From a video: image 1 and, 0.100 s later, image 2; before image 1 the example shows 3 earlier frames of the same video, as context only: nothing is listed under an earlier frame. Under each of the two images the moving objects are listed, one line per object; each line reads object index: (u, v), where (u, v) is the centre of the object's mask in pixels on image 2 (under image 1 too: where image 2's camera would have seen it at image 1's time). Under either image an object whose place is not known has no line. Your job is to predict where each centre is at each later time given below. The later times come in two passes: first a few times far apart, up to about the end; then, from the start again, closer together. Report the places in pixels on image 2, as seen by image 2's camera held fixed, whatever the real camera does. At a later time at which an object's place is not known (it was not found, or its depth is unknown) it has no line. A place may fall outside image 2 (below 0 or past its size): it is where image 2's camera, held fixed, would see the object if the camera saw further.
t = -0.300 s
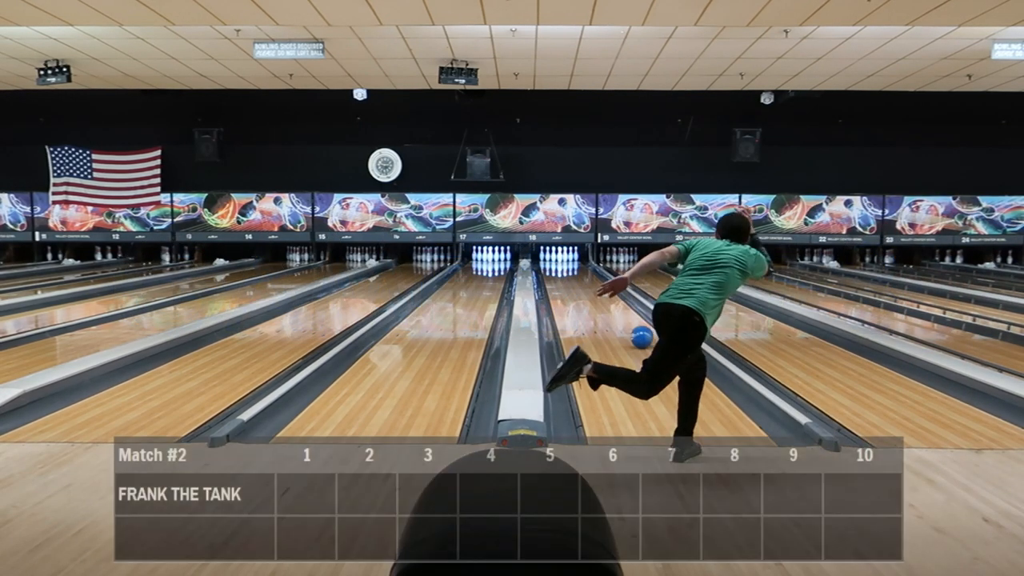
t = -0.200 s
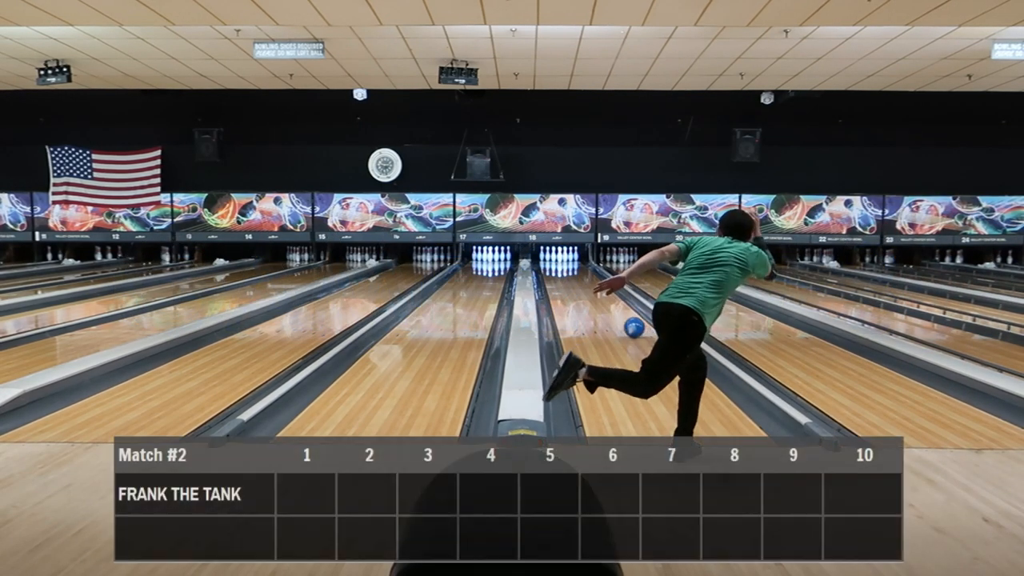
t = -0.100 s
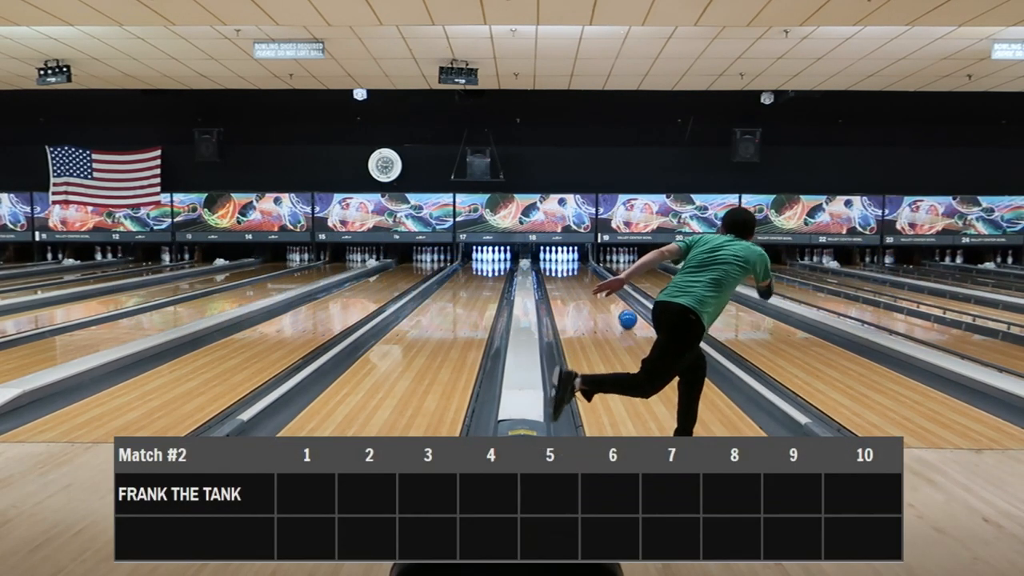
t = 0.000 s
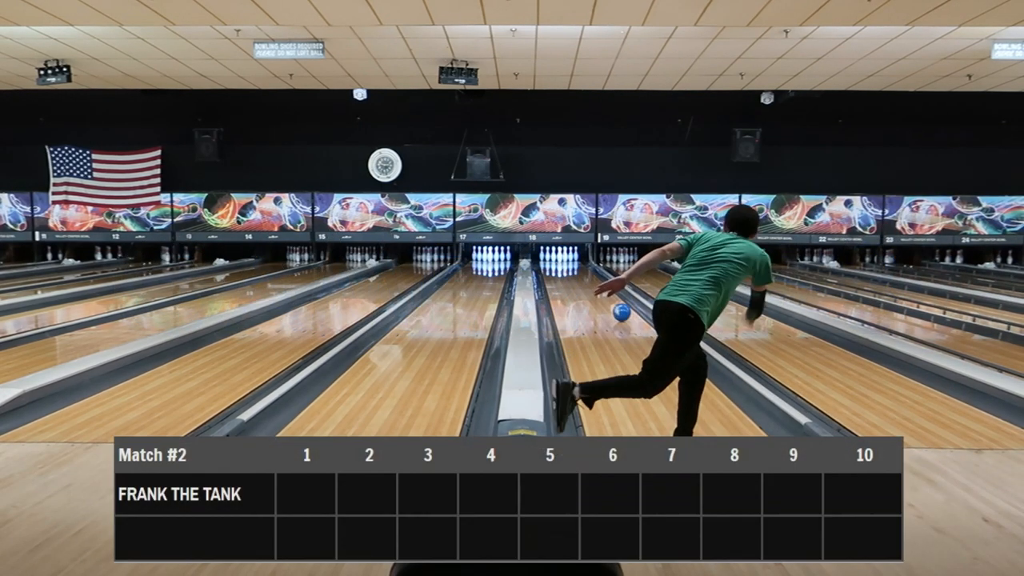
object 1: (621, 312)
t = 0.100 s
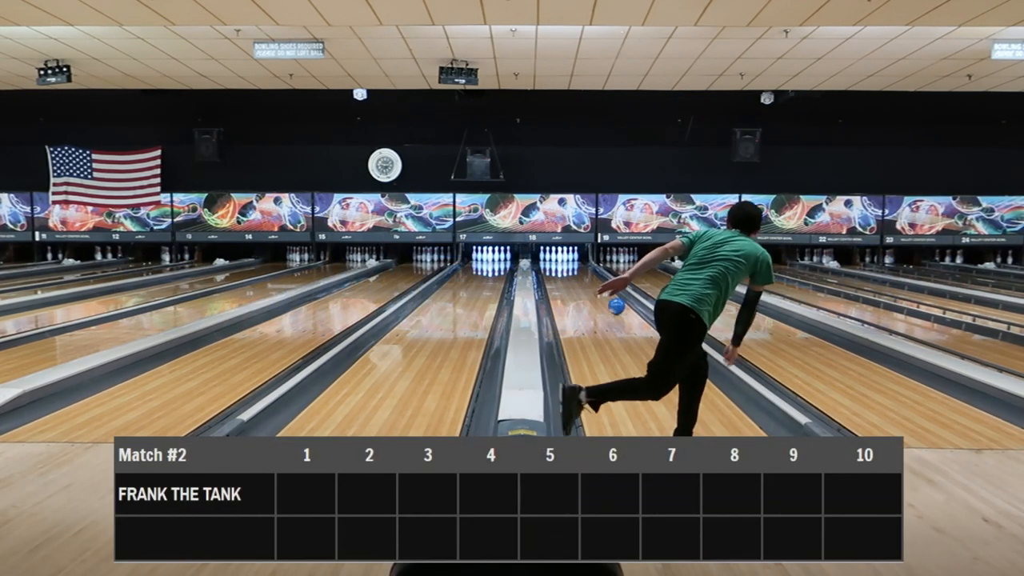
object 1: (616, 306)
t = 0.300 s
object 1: (607, 296)
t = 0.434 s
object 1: (603, 290)
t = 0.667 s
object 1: (595, 282)
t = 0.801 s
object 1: (591, 278)
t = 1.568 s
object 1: (573, 263)
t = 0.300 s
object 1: (607, 296)
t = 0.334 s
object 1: (604, 294)
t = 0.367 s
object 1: (605, 293)
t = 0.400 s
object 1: (604, 292)
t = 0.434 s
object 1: (603, 290)
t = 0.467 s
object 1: (602, 289)
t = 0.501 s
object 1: (600, 288)
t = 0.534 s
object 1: (599, 287)
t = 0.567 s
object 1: (598, 285)
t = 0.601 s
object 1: (597, 284)
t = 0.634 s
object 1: (596, 283)
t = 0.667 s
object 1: (595, 282)
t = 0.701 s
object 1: (594, 281)
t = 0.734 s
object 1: (593, 280)
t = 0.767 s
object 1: (592, 278)
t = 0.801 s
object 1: (591, 278)
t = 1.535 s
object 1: (574, 263)
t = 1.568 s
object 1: (573, 263)
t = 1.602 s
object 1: (572, 262)
